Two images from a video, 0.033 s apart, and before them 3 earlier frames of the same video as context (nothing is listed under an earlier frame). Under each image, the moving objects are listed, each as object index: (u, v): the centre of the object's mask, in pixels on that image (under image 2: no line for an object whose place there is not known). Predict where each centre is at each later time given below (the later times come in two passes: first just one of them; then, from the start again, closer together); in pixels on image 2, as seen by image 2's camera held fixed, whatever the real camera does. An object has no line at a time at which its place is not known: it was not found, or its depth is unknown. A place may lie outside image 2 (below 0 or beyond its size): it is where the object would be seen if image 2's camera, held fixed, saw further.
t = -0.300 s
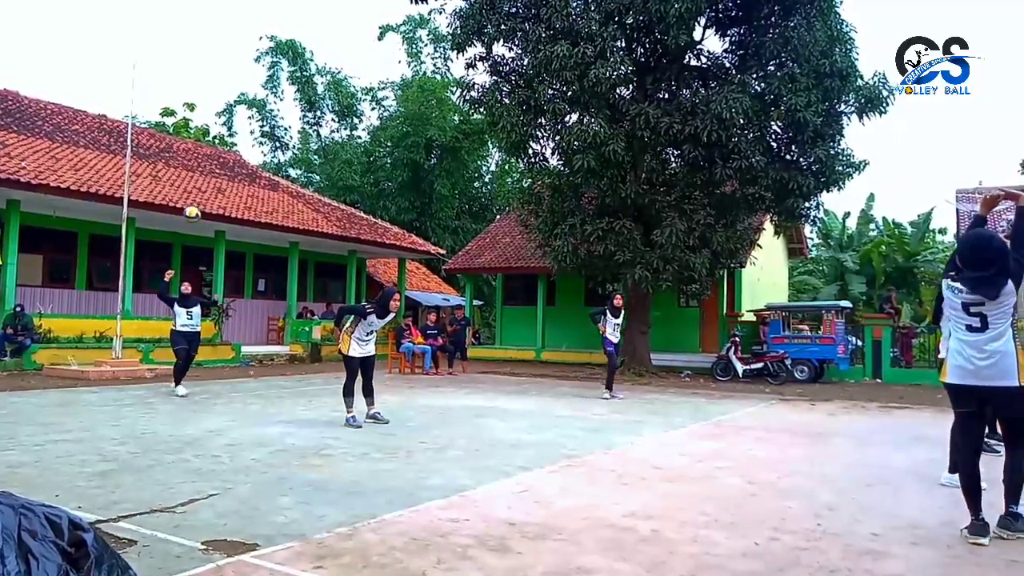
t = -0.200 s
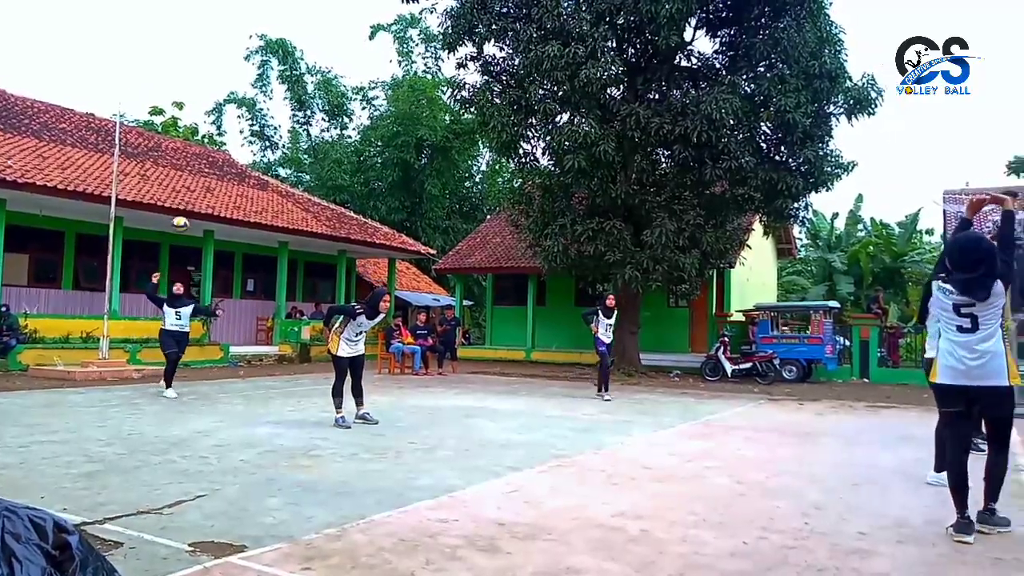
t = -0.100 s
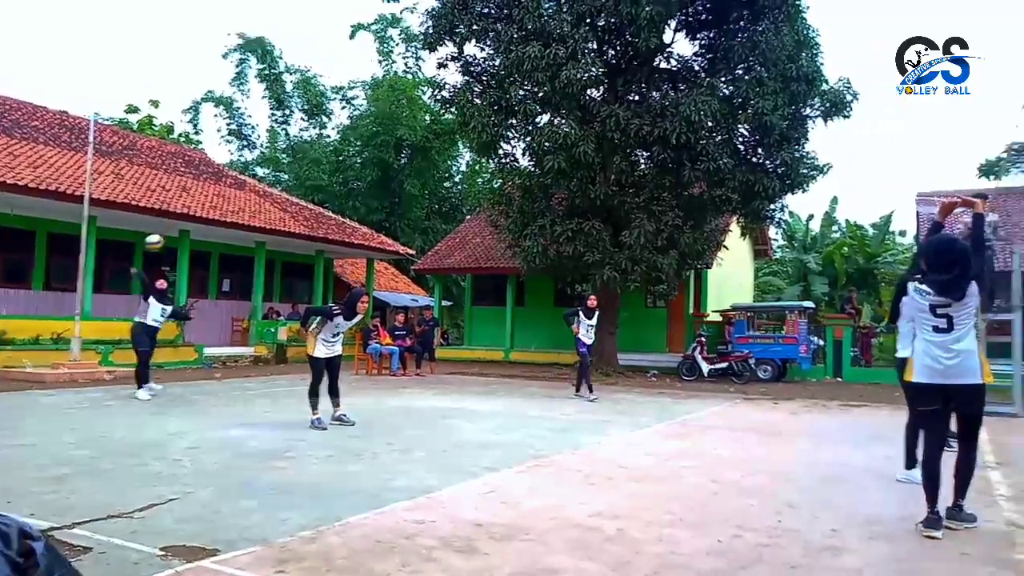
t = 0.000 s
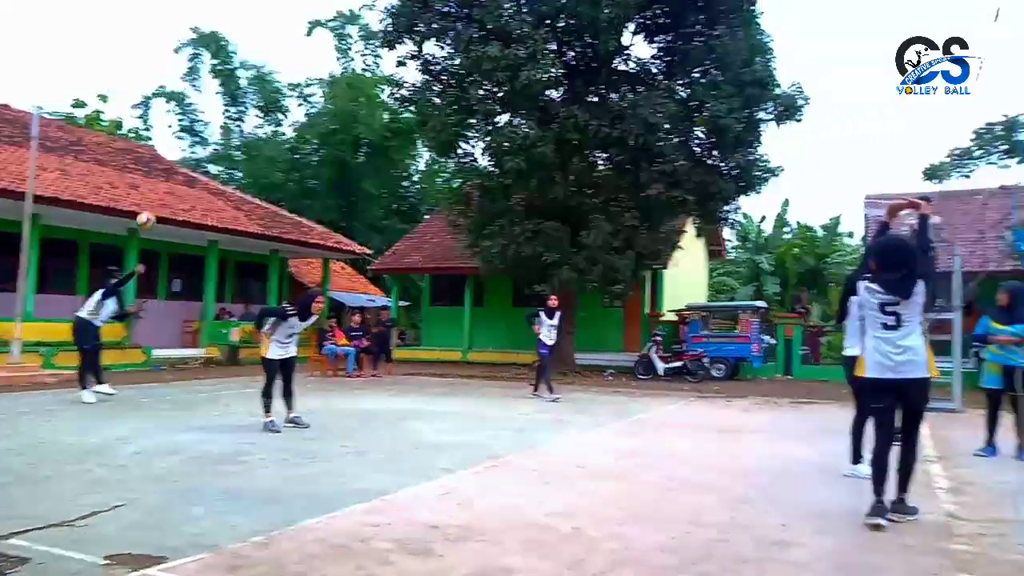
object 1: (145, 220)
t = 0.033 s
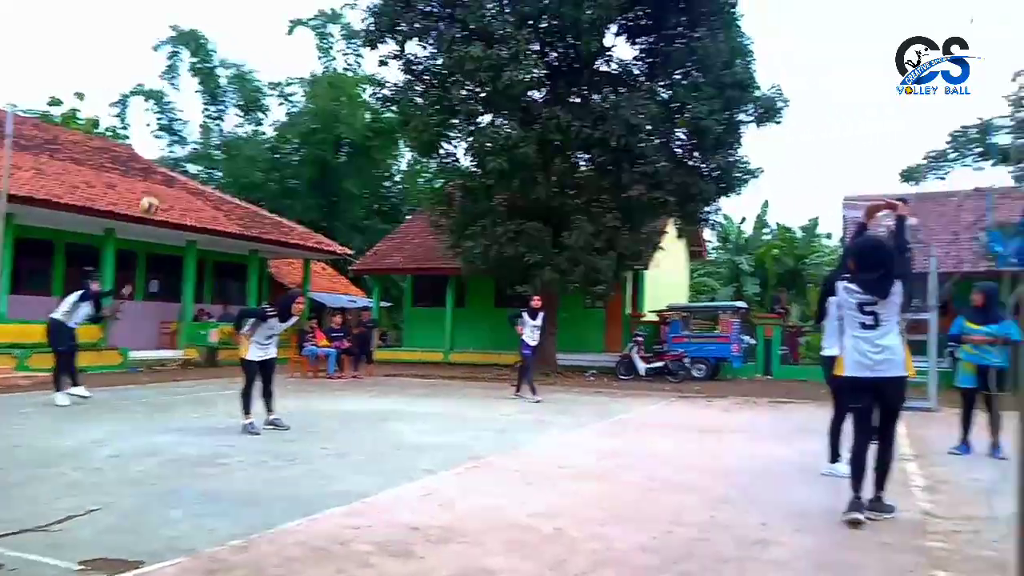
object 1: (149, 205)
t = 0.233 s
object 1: (322, 119)
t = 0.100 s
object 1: (205, 177)
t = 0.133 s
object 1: (235, 160)
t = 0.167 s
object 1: (263, 147)
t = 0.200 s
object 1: (294, 133)
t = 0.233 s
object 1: (322, 119)
